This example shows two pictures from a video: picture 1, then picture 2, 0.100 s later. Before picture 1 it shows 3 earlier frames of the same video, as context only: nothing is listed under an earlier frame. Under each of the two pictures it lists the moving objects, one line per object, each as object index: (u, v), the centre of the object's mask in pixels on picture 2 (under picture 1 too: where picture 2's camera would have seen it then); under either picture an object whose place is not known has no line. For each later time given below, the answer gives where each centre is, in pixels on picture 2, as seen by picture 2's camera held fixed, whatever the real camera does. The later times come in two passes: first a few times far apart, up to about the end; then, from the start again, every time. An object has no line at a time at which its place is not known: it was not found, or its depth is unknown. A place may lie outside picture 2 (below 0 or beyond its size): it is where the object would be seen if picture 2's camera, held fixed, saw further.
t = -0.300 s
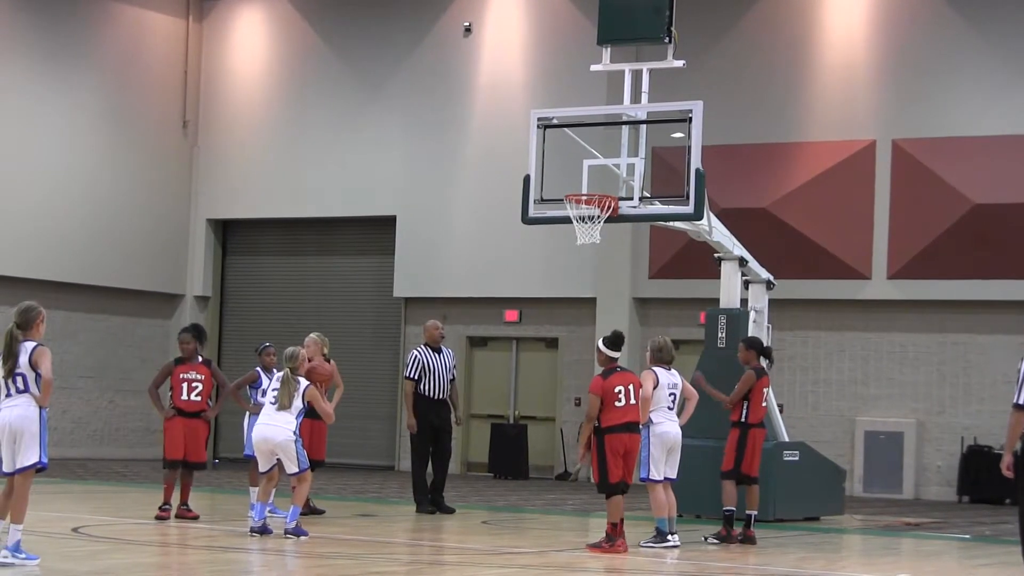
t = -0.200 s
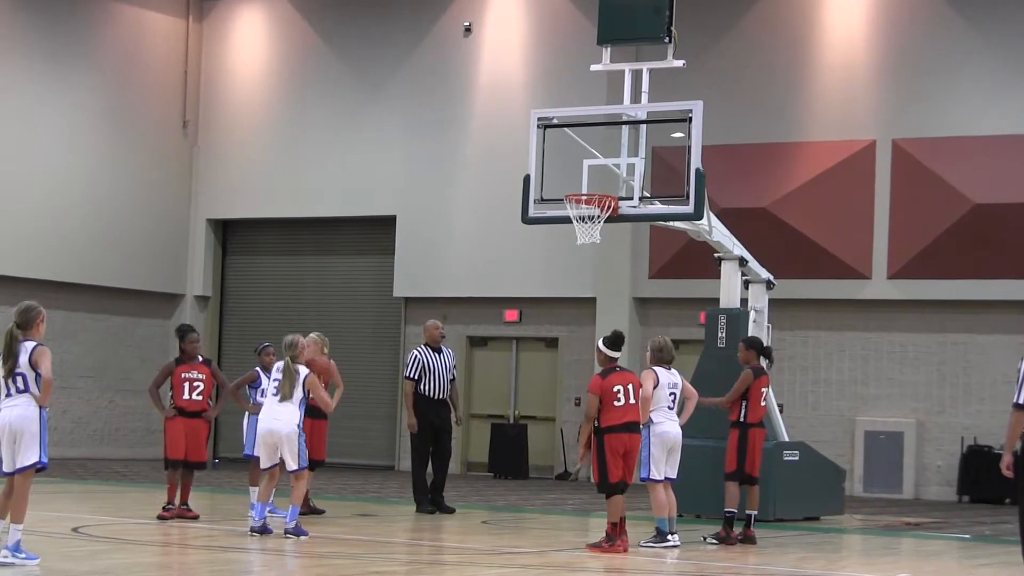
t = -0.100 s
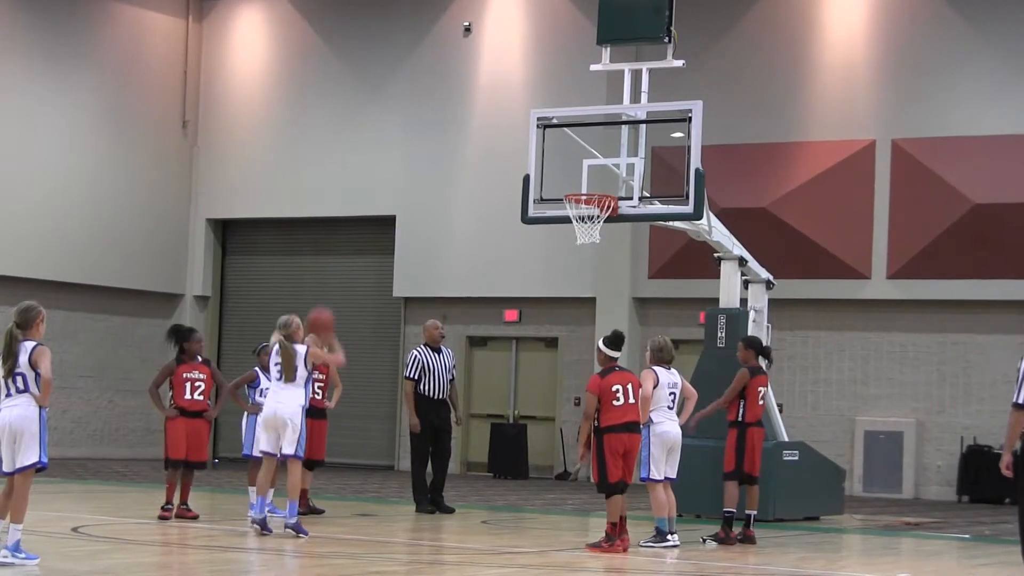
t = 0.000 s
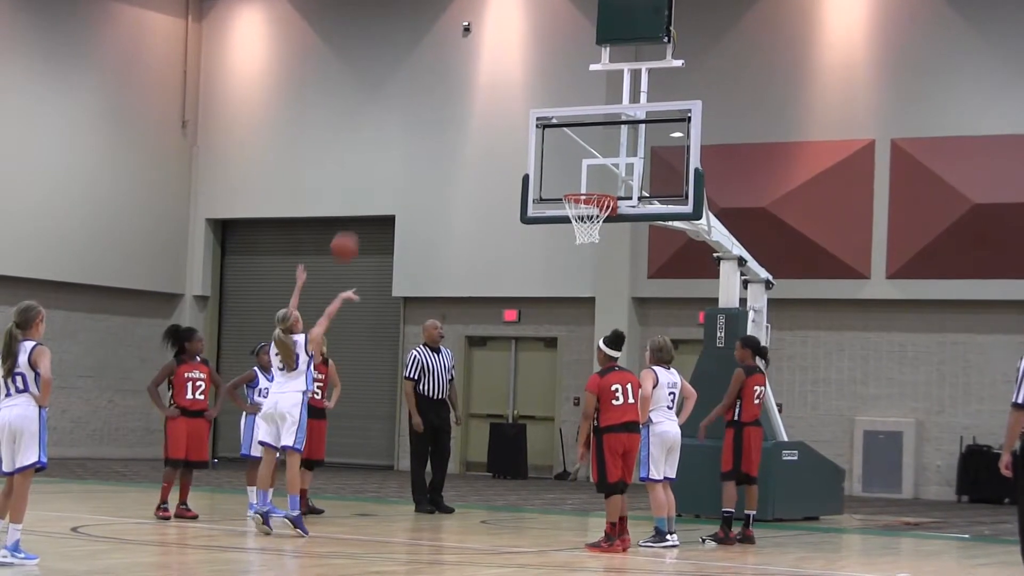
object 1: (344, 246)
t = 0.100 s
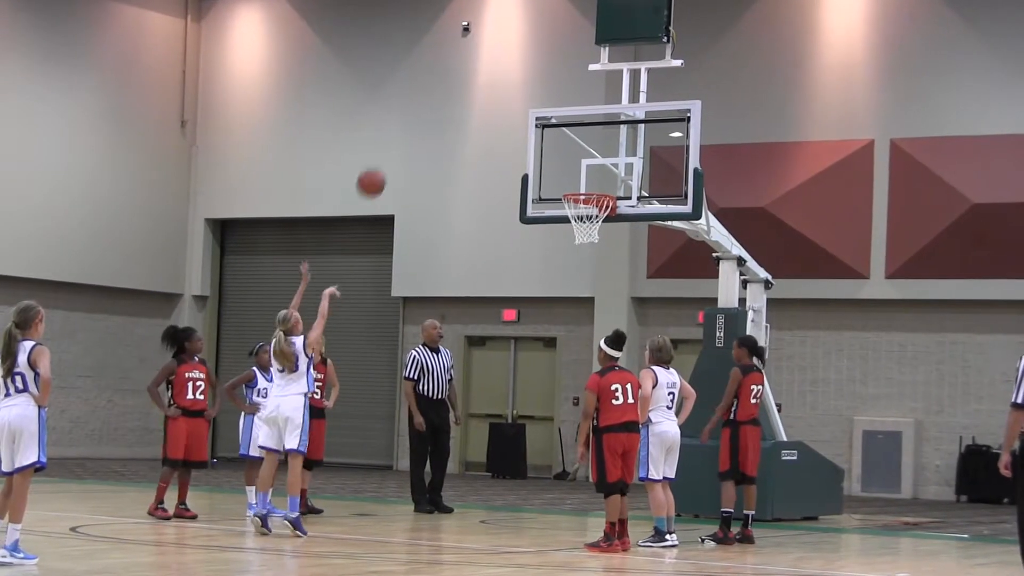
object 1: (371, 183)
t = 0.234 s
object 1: (406, 117)
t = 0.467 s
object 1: (459, 54)
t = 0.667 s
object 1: (501, 50)
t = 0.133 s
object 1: (380, 164)
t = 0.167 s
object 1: (389, 147)
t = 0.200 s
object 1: (397, 132)
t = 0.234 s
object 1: (406, 117)
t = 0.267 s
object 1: (414, 104)
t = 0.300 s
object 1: (422, 92)
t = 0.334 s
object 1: (429, 82)
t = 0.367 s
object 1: (437, 73)
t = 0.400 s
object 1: (444, 65)
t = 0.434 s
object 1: (452, 59)
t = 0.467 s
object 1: (459, 54)
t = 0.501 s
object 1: (466, 50)
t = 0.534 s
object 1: (473, 48)
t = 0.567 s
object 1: (480, 46)
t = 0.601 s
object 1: (487, 46)
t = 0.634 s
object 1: (494, 48)
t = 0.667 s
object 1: (501, 50)
